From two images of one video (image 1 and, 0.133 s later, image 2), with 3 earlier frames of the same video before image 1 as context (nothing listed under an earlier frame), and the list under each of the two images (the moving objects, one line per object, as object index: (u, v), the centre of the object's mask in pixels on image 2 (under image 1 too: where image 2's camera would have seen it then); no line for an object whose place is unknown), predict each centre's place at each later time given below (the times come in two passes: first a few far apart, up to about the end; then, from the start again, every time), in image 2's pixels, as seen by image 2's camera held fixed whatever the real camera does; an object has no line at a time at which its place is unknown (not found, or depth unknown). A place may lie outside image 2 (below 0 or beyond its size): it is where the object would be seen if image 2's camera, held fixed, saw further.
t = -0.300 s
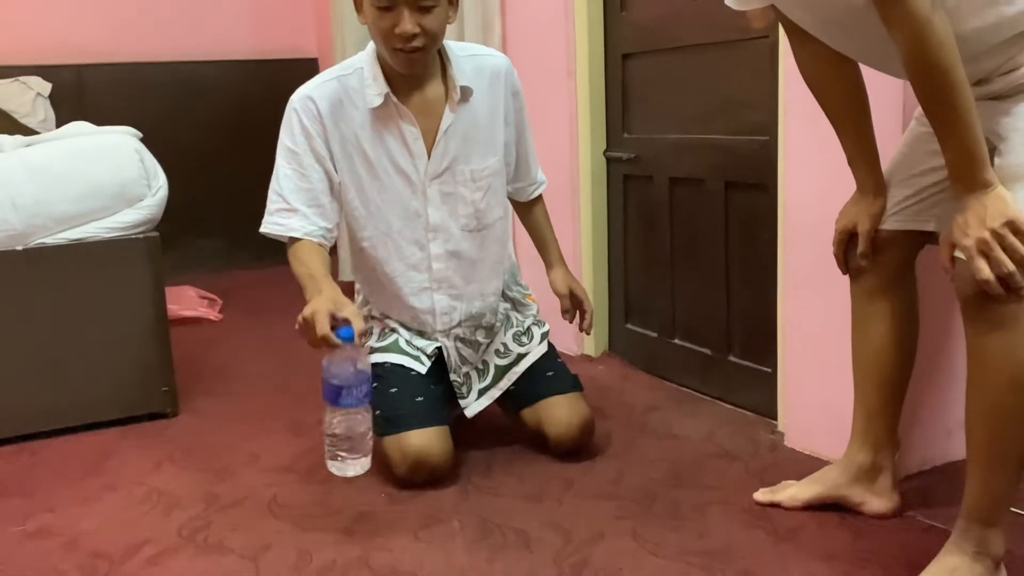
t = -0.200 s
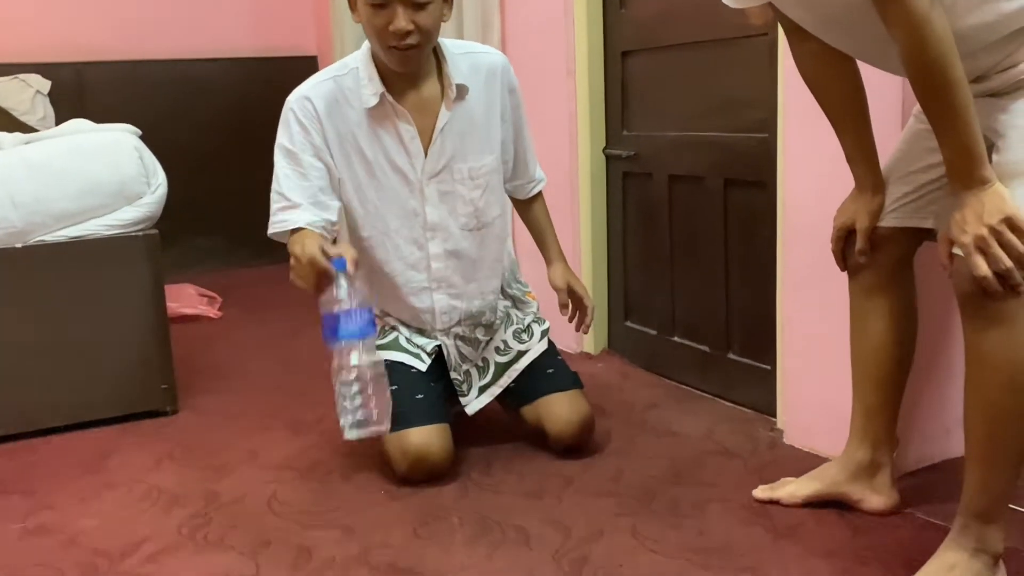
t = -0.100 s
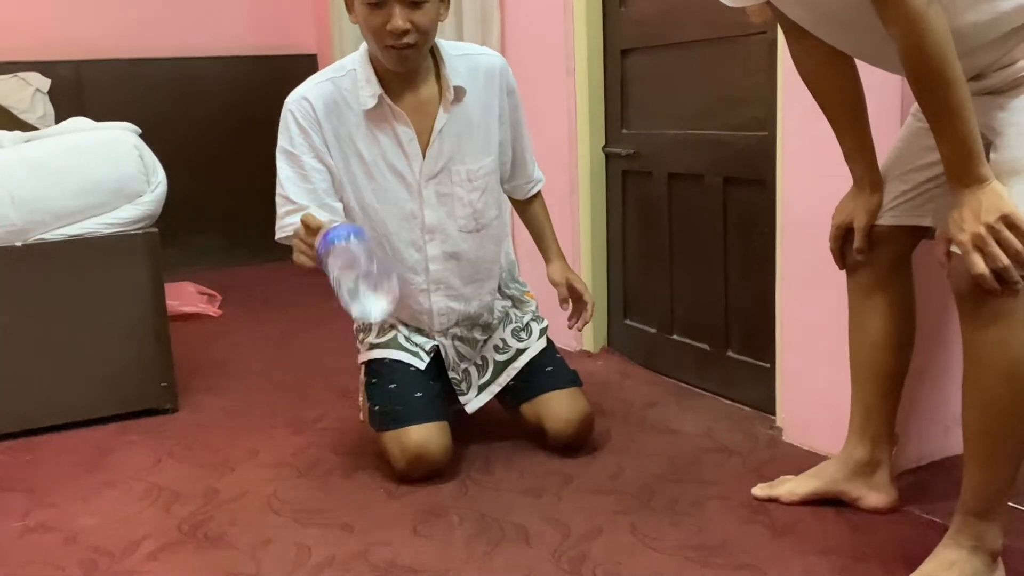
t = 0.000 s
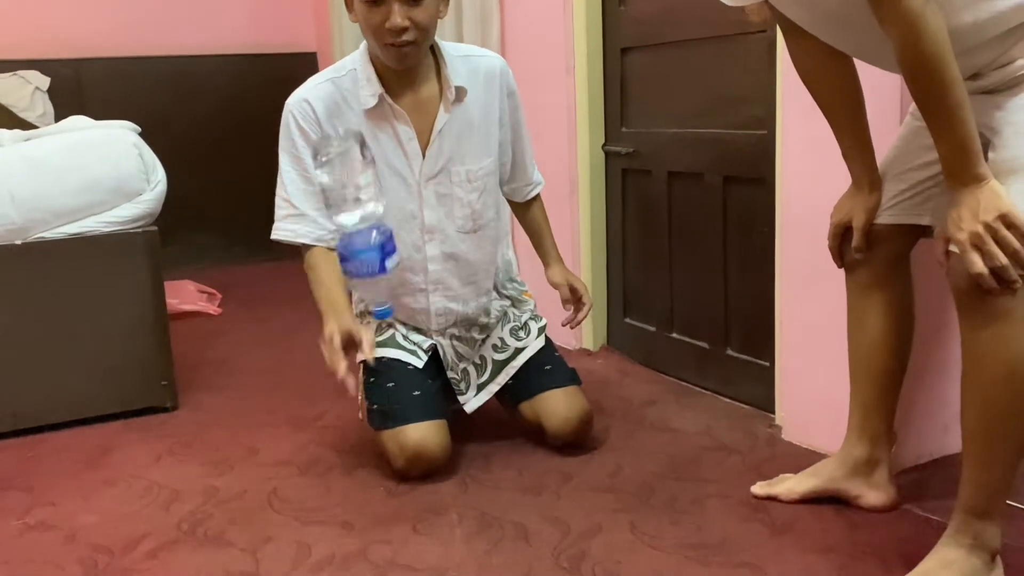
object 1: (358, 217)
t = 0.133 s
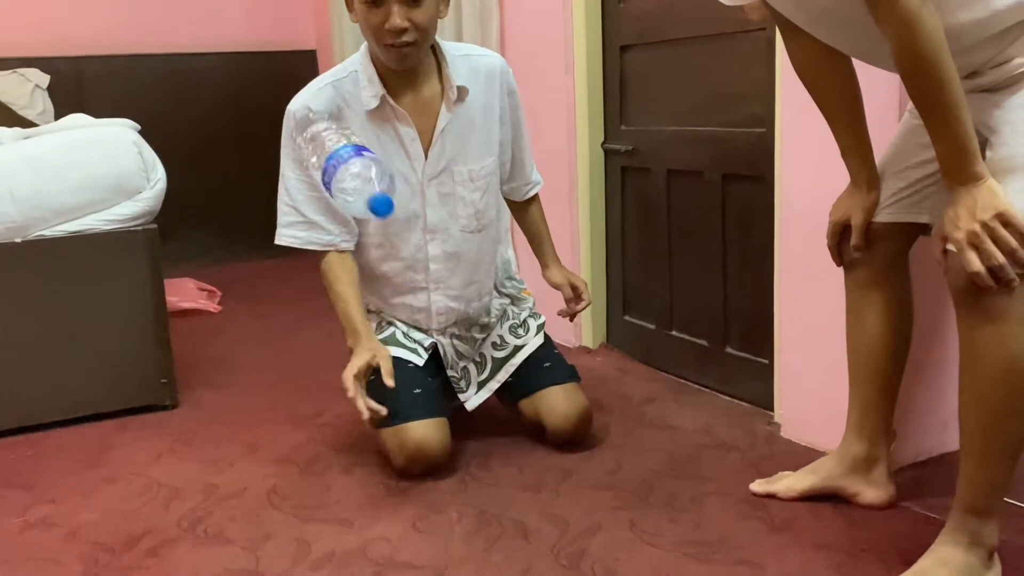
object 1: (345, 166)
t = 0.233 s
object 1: (339, 223)
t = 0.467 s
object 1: (346, 546)
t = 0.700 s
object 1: (331, 550)
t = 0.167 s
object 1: (342, 177)
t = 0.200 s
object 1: (344, 196)
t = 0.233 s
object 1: (339, 223)
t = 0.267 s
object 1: (338, 259)
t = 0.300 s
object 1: (338, 300)
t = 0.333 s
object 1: (340, 349)
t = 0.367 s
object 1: (341, 405)
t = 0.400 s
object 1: (343, 463)
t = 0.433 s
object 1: (344, 516)
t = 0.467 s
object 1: (346, 546)
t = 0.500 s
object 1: (343, 547)
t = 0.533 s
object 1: (340, 548)
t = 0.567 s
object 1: (336, 548)
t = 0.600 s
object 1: (333, 549)
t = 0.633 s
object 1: (332, 550)
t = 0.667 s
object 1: (331, 550)
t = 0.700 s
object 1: (331, 550)
